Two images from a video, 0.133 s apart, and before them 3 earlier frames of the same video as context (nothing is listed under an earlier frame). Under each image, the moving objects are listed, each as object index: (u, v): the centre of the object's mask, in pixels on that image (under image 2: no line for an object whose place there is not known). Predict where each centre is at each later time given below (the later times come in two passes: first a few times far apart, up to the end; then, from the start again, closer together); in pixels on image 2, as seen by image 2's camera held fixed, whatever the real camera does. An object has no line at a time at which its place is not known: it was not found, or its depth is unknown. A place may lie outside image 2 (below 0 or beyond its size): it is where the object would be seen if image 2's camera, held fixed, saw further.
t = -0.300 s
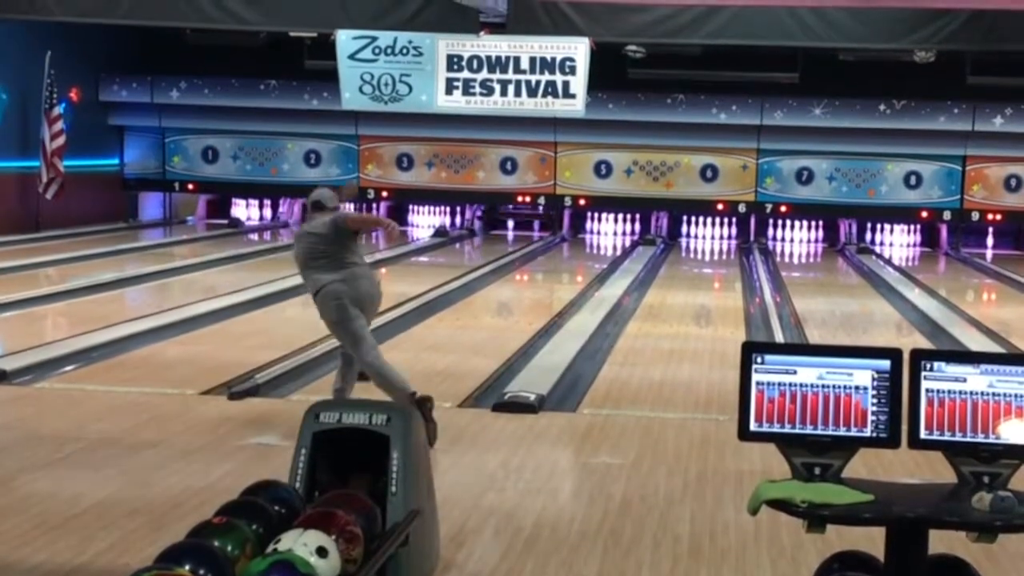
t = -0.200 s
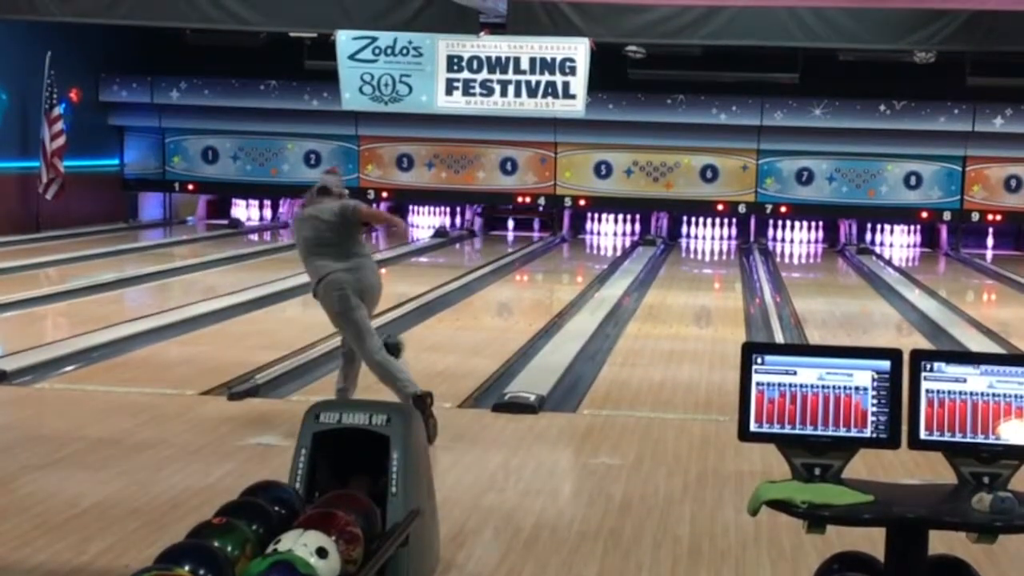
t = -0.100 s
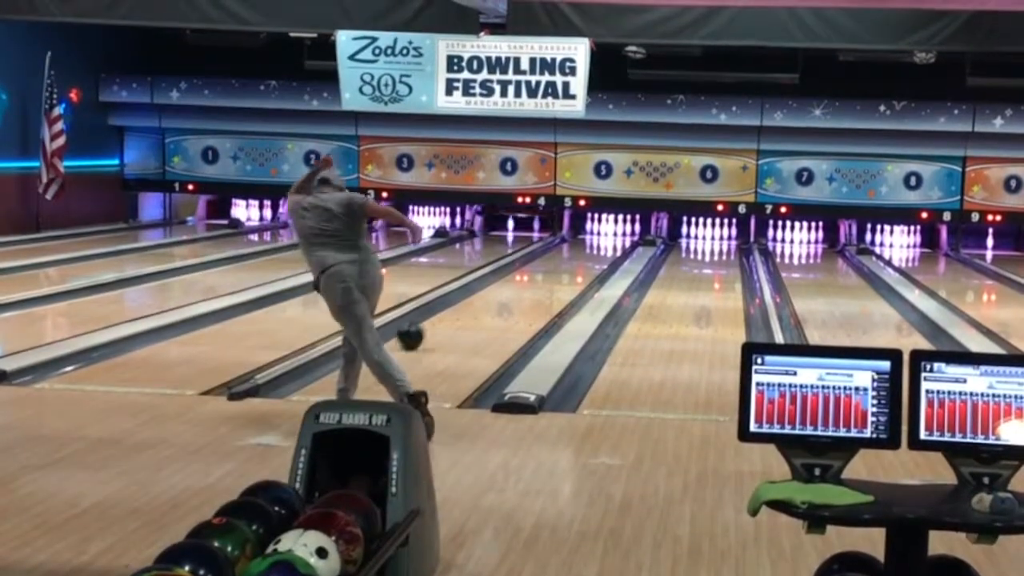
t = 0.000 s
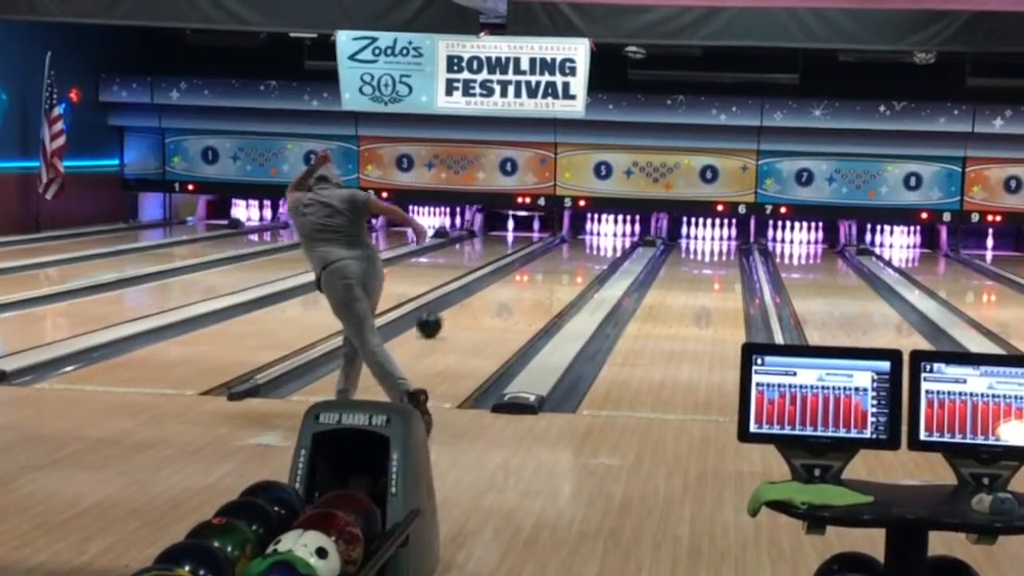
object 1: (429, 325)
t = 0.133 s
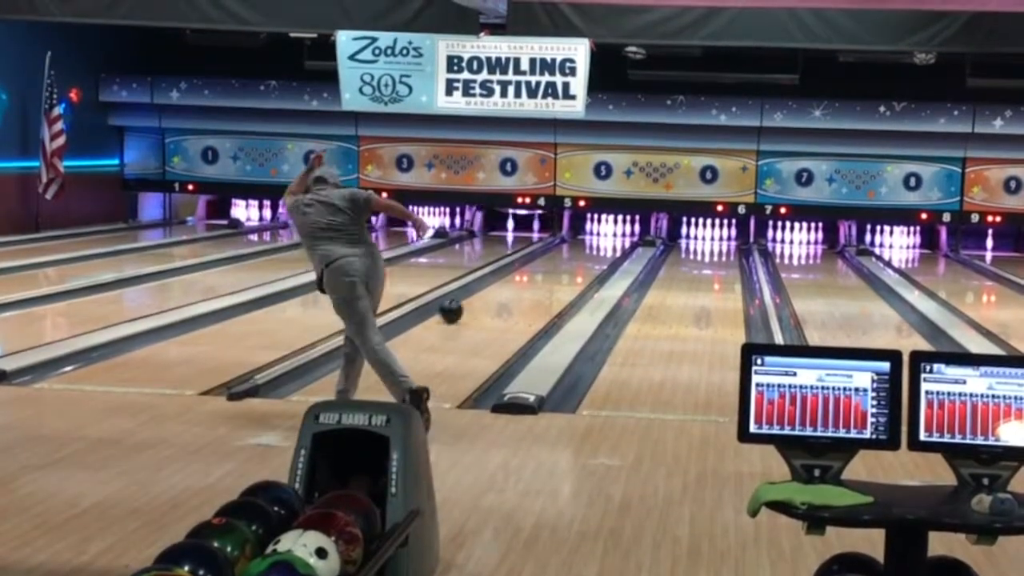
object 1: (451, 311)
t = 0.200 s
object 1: (460, 305)
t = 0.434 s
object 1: (490, 289)
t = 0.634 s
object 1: (511, 278)
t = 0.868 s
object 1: (531, 266)
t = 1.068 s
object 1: (546, 258)
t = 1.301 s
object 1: (560, 249)
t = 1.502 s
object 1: (572, 245)
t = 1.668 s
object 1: (580, 241)
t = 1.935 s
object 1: (595, 235)
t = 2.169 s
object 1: (604, 230)
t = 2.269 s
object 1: (607, 230)
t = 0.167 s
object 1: (456, 308)
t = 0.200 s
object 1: (460, 305)
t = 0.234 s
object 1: (465, 303)
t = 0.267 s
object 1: (470, 301)
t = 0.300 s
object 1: (474, 298)
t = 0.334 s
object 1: (478, 295)
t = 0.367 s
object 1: (482, 293)
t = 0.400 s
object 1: (486, 291)
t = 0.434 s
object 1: (490, 289)
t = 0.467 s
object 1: (494, 287)
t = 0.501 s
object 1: (497, 285)
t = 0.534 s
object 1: (501, 283)
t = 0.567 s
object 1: (504, 282)
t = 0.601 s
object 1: (507, 279)
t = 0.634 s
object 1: (511, 278)
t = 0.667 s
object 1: (513, 276)
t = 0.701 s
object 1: (516, 274)
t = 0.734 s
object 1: (520, 272)
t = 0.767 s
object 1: (522, 271)
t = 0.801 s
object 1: (525, 269)
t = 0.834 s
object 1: (528, 267)
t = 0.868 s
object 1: (531, 266)
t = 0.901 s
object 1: (533, 264)
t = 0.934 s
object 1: (536, 263)
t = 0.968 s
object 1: (538, 262)
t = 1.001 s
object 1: (541, 261)
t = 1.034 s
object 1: (543, 259)
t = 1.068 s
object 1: (546, 258)
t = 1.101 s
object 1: (547, 257)
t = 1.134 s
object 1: (549, 255)
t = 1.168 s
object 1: (552, 255)
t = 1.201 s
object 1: (554, 253)
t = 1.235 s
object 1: (556, 253)
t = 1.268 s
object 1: (559, 251)
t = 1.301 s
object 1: (560, 249)
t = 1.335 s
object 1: (562, 247)
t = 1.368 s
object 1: (564, 247)
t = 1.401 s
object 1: (565, 246)
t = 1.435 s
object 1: (567, 245)
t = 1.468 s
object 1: (569, 245)
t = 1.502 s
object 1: (572, 245)
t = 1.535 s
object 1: (573, 245)
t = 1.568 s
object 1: (575, 242)
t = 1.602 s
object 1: (576, 243)
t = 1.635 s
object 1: (578, 241)
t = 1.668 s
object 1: (580, 241)
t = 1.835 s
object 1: (589, 236)
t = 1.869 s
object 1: (592, 235)
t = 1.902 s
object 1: (593, 235)
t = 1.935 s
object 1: (595, 235)
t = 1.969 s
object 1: (597, 234)
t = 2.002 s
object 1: (598, 233)
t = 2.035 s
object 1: (600, 234)
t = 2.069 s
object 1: (603, 230)
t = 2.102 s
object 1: (604, 230)
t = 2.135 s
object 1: (604, 230)
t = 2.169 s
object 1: (604, 230)
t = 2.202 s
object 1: (605, 230)
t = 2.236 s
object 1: (607, 229)
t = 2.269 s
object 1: (607, 230)
